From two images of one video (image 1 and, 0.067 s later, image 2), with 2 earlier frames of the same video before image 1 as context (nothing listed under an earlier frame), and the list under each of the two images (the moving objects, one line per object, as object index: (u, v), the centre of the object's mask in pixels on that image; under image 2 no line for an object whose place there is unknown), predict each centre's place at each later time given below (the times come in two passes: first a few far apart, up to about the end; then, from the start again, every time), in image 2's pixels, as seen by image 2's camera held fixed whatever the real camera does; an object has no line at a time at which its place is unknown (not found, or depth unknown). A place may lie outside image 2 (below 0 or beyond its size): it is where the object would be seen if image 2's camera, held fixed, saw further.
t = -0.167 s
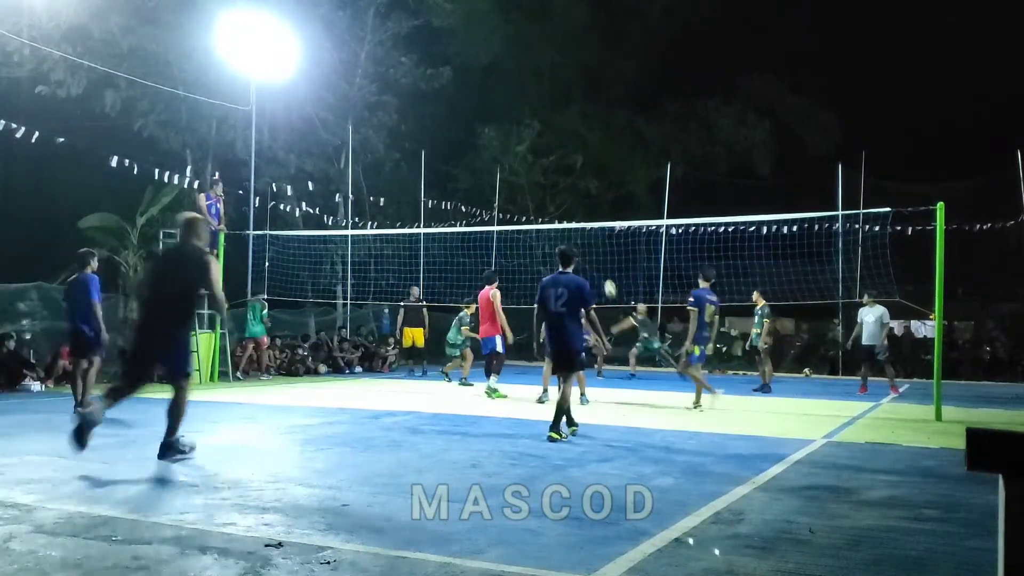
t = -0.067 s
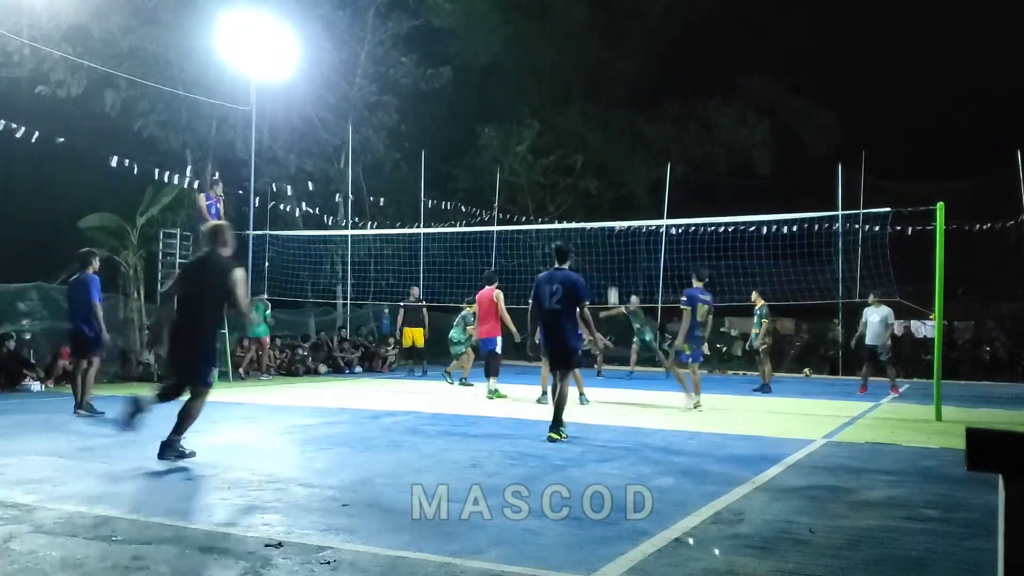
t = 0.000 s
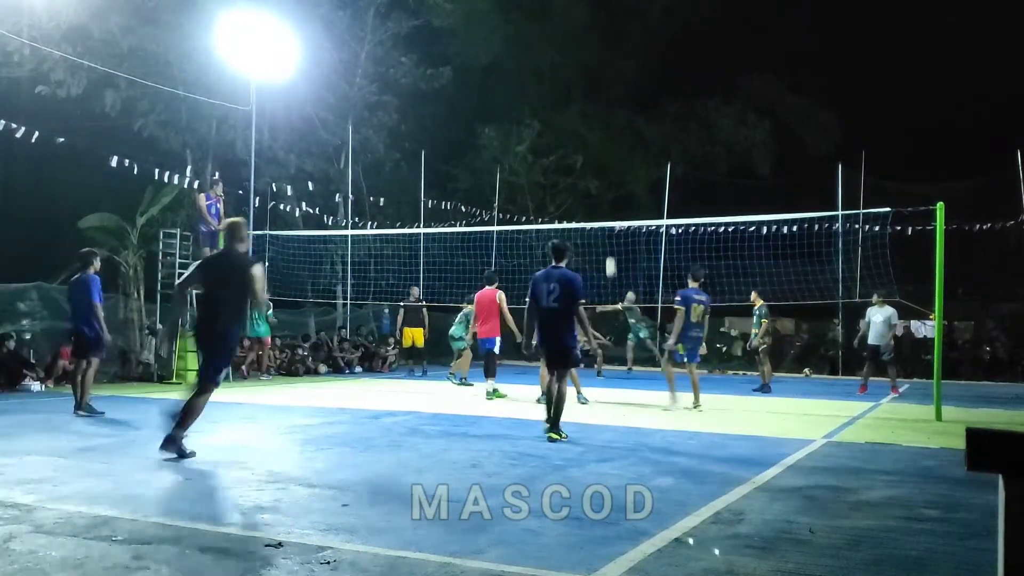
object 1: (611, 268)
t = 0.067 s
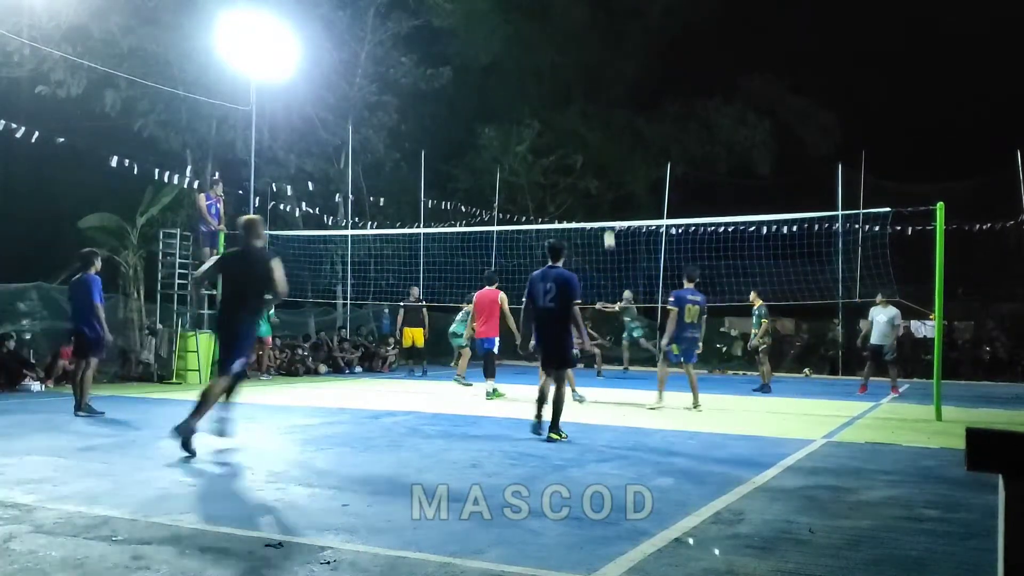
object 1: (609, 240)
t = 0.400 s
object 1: (601, 136)
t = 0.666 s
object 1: (595, 91)
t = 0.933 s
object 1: (588, 84)
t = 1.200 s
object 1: (580, 115)
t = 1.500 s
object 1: (571, 194)
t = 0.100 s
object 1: (608, 228)
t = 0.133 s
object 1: (607, 213)
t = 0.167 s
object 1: (607, 202)
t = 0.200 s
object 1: (606, 191)
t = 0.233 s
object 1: (605, 181)
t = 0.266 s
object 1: (604, 171)
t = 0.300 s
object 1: (604, 161)
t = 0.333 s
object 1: (603, 152)
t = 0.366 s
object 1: (602, 144)
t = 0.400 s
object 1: (601, 136)
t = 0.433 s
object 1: (601, 128)
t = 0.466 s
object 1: (600, 121)
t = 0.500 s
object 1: (599, 115)
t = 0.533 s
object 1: (598, 109)
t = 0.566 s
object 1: (597, 104)
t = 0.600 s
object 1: (596, 99)
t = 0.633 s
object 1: (595, 95)
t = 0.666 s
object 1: (595, 91)
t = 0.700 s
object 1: (594, 89)
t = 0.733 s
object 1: (593, 87)
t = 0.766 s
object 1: (592, 85)
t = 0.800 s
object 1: (592, 83)
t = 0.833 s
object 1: (591, 83)
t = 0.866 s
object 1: (590, 83)
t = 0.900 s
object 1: (589, 83)
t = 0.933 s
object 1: (588, 84)
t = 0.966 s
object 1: (587, 86)
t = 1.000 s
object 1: (586, 88)
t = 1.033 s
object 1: (585, 91)
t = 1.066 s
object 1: (584, 95)
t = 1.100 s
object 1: (583, 99)
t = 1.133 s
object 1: (583, 103)
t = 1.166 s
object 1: (581, 109)
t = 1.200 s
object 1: (580, 115)
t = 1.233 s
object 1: (579, 121)
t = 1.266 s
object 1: (578, 128)
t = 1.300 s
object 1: (577, 136)
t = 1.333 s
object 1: (576, 145)
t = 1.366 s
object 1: (575, 153)
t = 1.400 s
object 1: (574, 163)
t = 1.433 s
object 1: (573, 173)
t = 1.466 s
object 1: (572, 183)
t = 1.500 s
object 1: (571, 194)
